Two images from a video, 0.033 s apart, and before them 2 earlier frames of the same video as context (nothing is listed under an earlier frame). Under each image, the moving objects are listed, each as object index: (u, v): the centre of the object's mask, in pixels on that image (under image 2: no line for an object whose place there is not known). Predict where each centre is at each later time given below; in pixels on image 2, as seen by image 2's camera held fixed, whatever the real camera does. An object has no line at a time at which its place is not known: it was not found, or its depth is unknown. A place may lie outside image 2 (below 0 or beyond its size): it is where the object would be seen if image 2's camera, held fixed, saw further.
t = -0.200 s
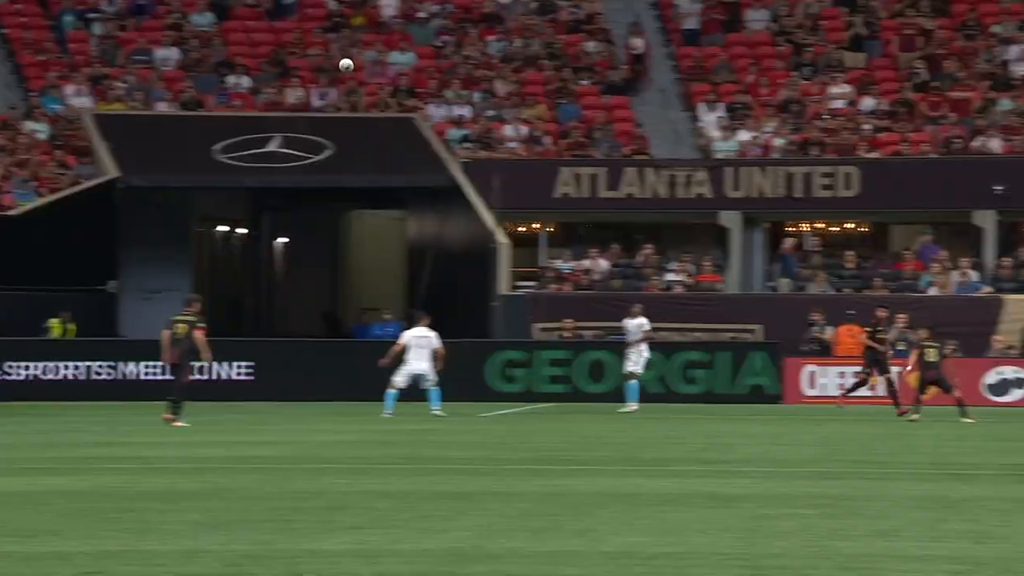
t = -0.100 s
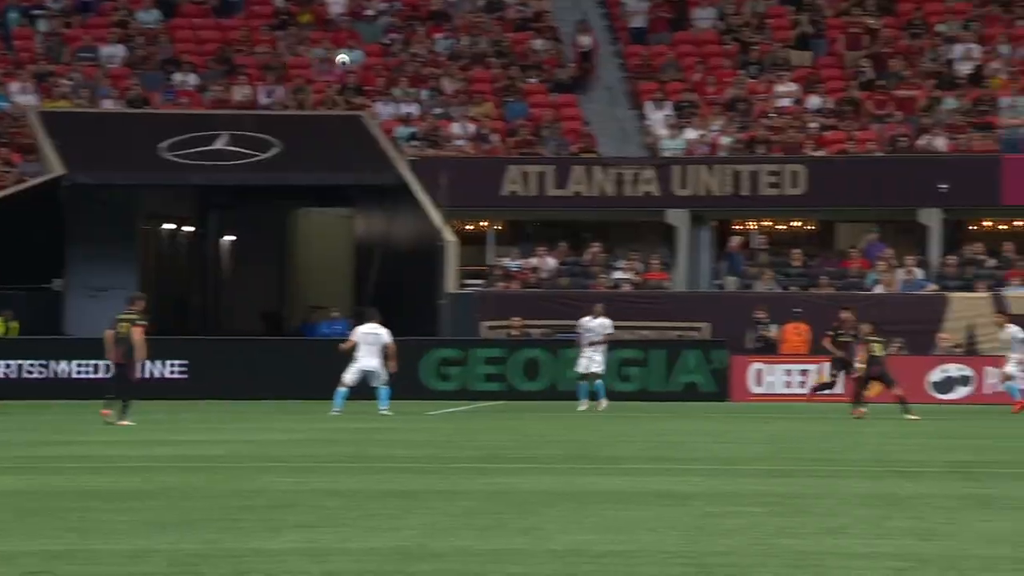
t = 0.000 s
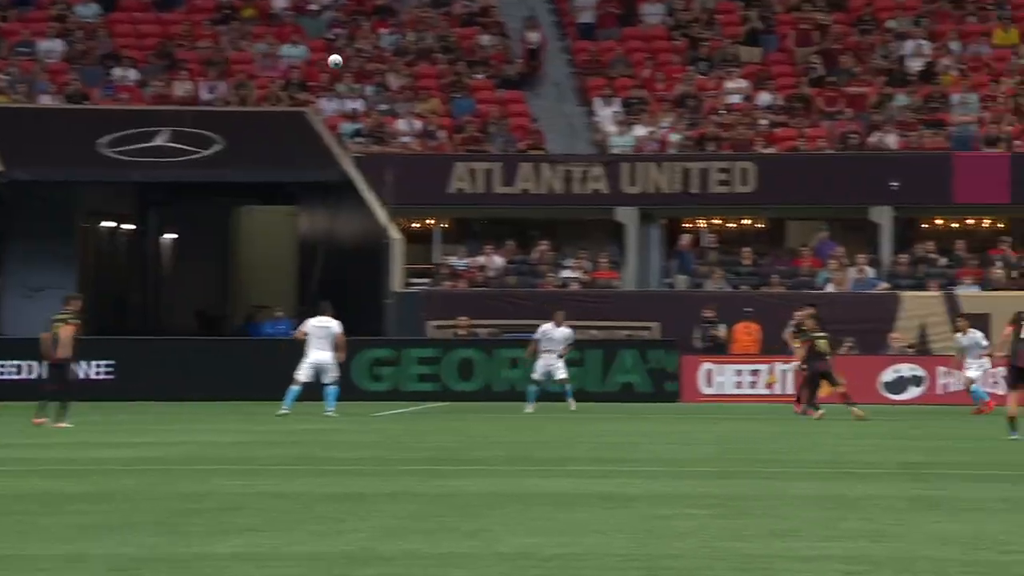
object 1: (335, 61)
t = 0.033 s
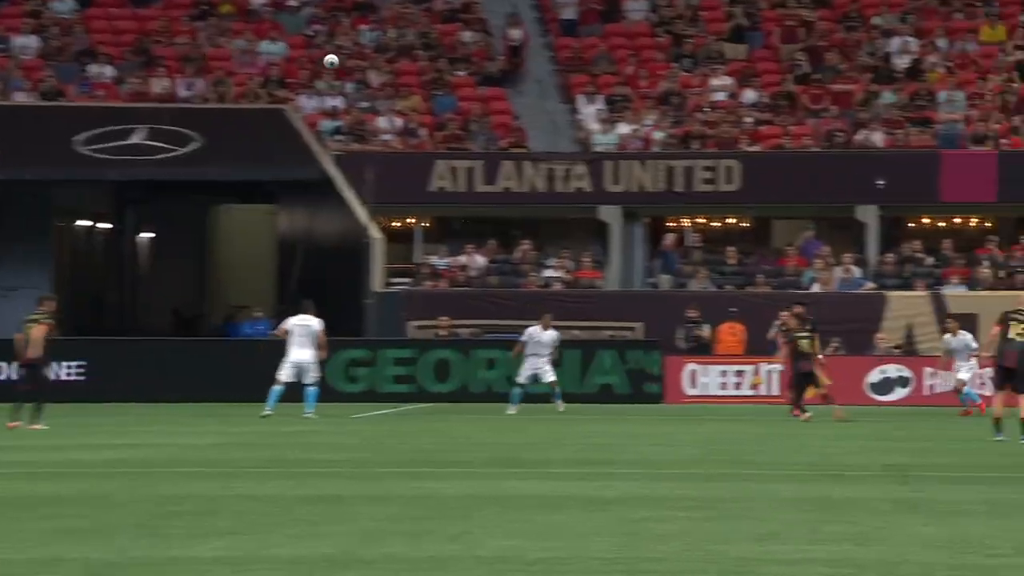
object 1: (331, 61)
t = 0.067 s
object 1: (347, 65)
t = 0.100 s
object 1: (363, 70)
